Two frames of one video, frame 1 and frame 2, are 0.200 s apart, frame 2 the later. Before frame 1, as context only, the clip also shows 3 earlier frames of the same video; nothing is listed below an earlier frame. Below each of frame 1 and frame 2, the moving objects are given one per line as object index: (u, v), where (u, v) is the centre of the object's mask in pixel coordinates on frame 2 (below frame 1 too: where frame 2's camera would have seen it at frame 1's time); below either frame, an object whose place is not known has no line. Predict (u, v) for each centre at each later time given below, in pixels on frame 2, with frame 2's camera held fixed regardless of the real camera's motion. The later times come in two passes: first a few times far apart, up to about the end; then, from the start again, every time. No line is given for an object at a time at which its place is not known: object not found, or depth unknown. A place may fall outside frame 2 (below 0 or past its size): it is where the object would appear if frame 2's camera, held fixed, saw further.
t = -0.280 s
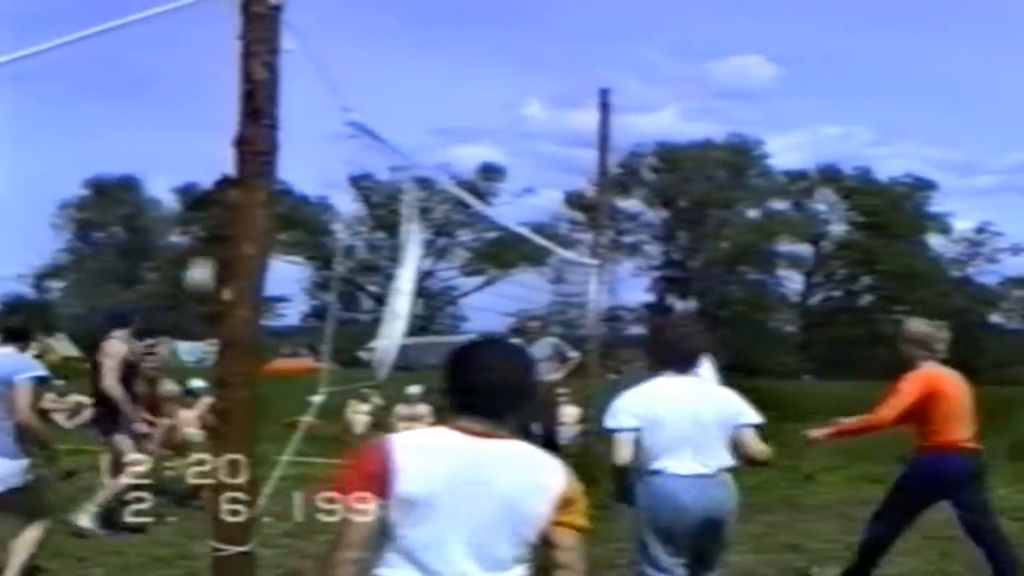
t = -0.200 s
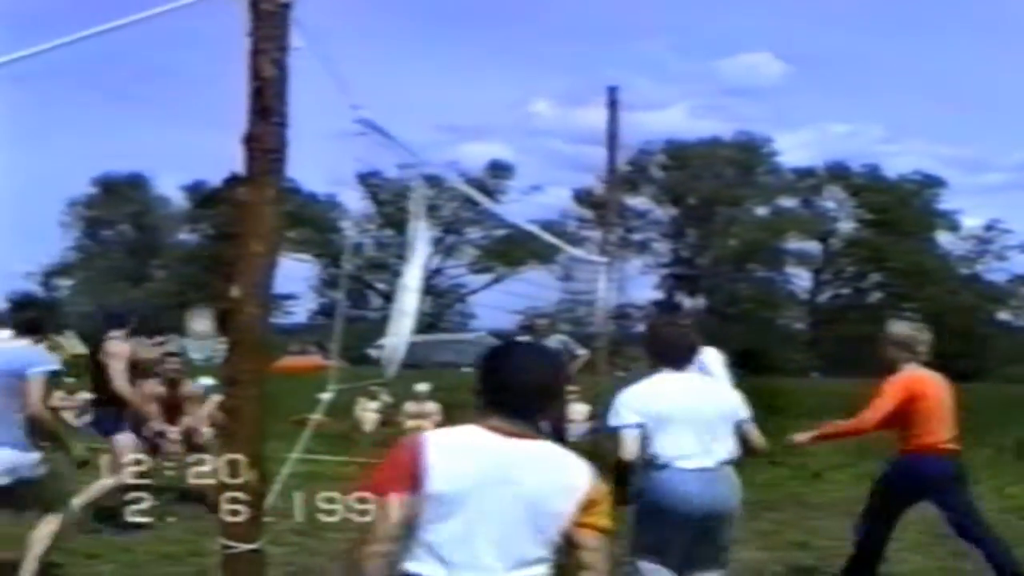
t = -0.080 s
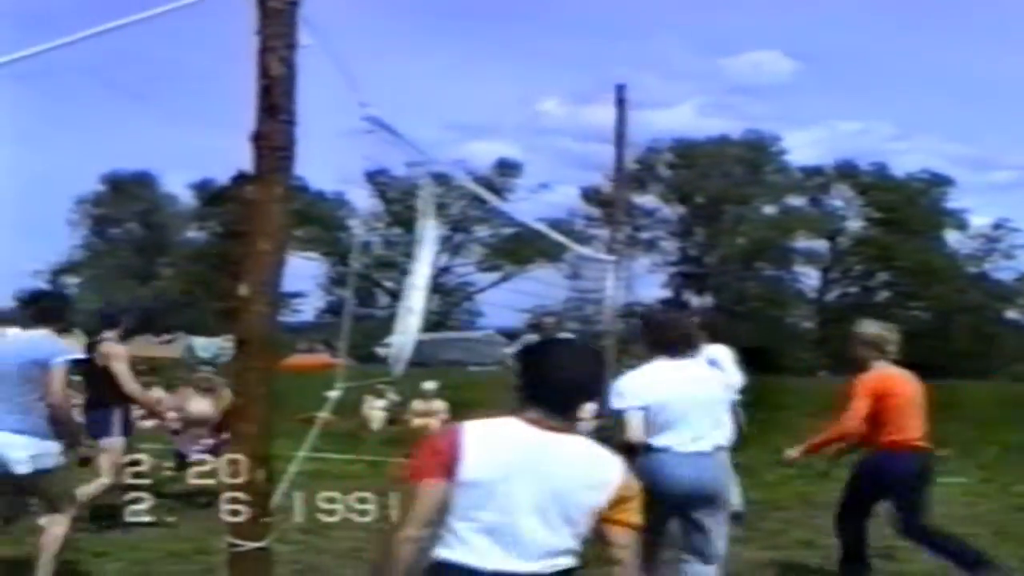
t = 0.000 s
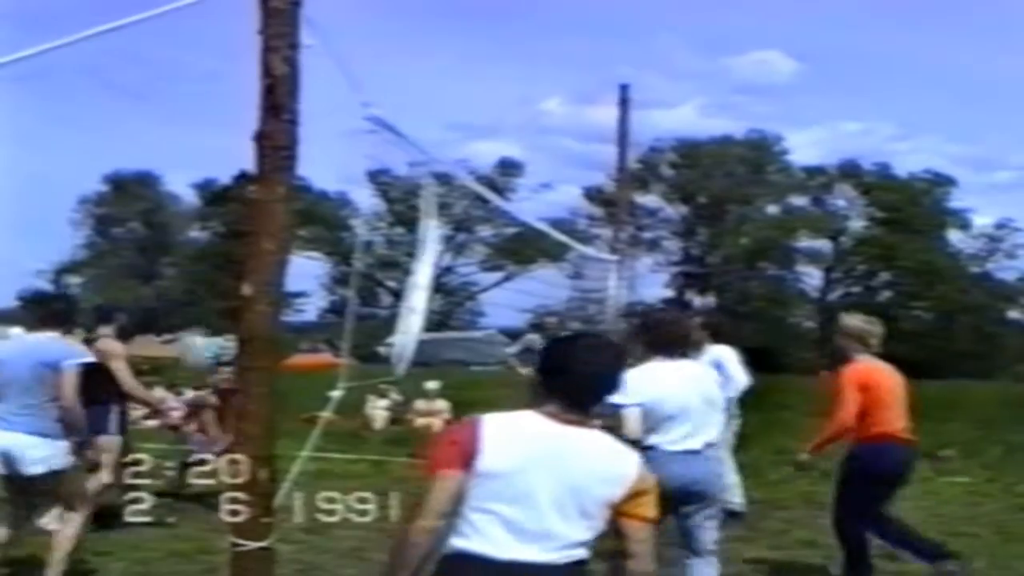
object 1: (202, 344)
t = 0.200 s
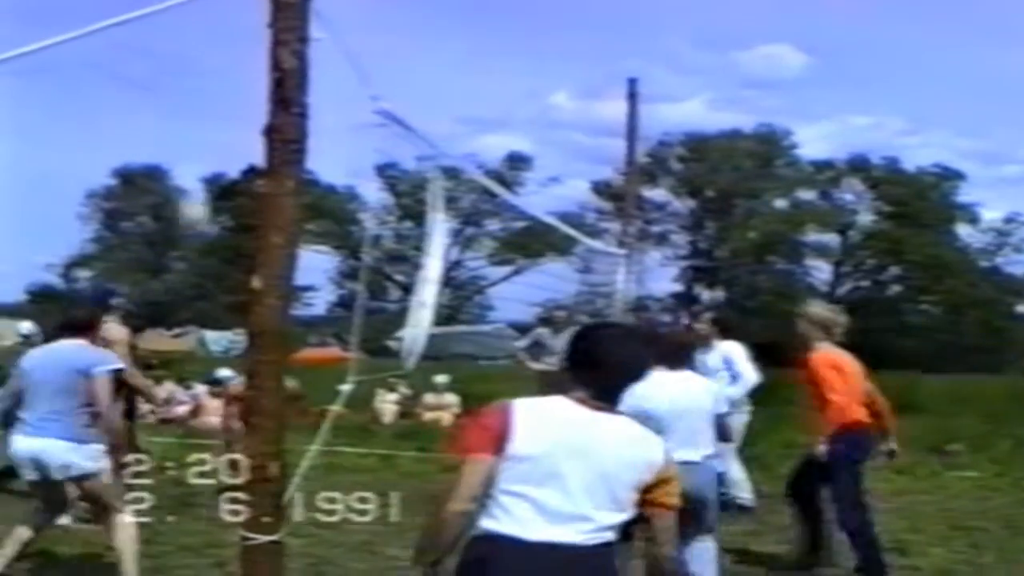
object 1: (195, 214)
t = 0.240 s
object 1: (193, 192)
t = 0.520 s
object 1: (165, 107)
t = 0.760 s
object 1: (134, 107)
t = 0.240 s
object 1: (193, 192)
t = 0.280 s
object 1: (188, 176)
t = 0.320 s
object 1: (184, 161)
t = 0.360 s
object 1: (182, 146)
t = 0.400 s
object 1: (177, 133)
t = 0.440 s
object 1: (172, 122)
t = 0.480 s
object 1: (168, 113)
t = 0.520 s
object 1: (165, 107)
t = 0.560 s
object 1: (160, 102)
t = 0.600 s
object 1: (155, 99)
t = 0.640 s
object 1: (151, 98)
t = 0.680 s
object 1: (145, 99)
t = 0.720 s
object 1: (139, 102)
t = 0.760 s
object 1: (134, 107)
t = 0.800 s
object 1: (128, 114)
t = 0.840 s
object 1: (123, 124)
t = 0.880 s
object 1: (118, 134)
